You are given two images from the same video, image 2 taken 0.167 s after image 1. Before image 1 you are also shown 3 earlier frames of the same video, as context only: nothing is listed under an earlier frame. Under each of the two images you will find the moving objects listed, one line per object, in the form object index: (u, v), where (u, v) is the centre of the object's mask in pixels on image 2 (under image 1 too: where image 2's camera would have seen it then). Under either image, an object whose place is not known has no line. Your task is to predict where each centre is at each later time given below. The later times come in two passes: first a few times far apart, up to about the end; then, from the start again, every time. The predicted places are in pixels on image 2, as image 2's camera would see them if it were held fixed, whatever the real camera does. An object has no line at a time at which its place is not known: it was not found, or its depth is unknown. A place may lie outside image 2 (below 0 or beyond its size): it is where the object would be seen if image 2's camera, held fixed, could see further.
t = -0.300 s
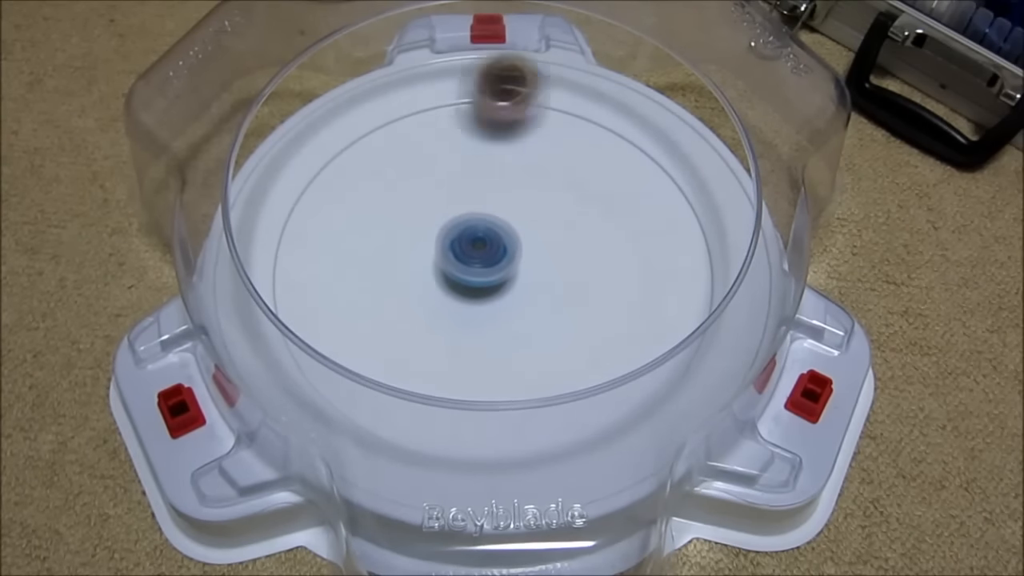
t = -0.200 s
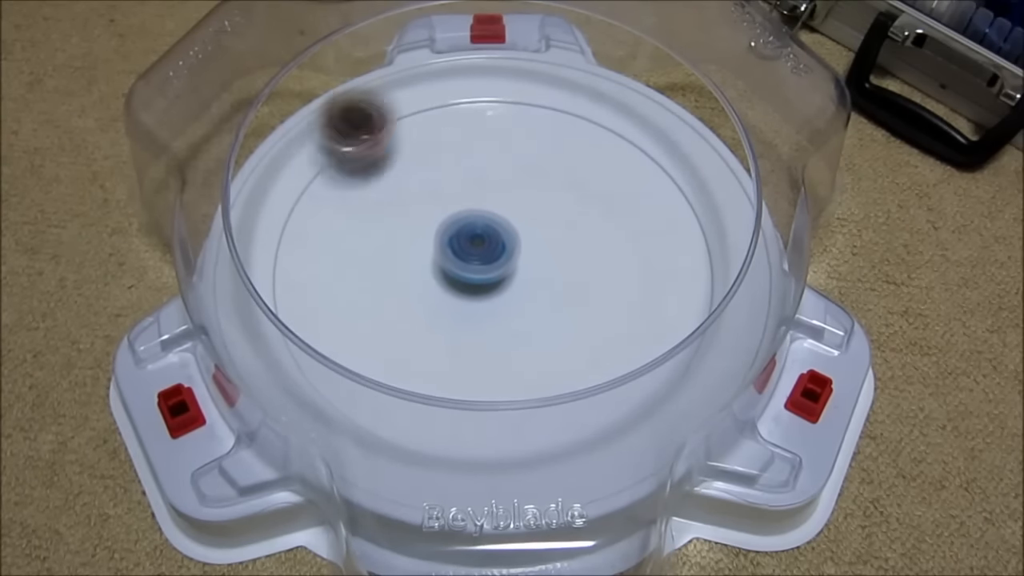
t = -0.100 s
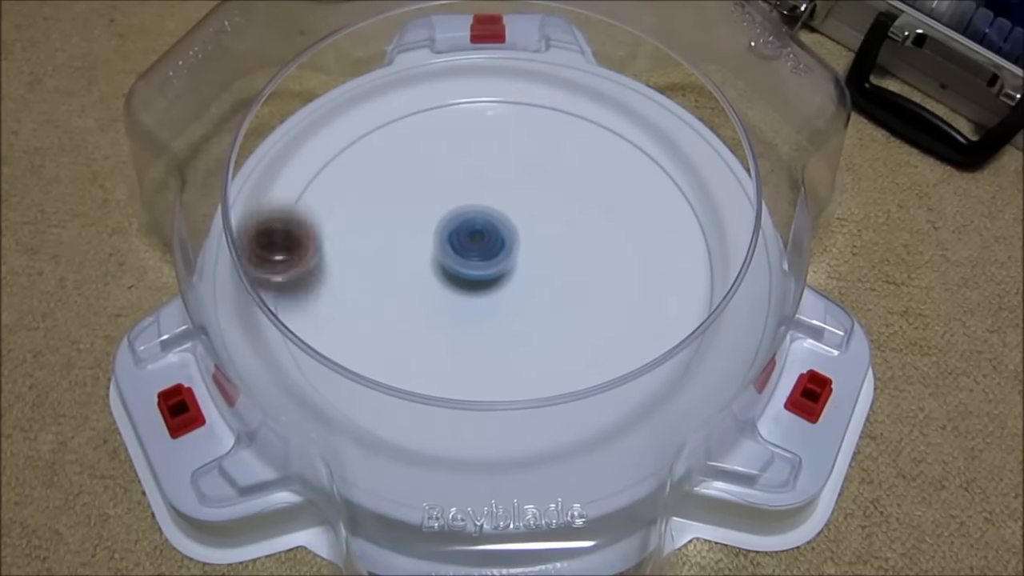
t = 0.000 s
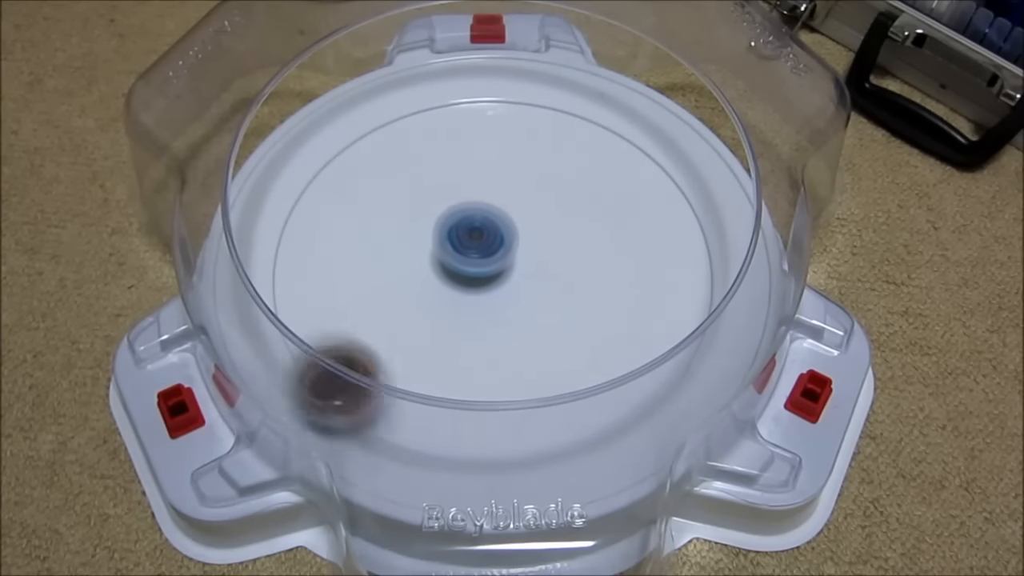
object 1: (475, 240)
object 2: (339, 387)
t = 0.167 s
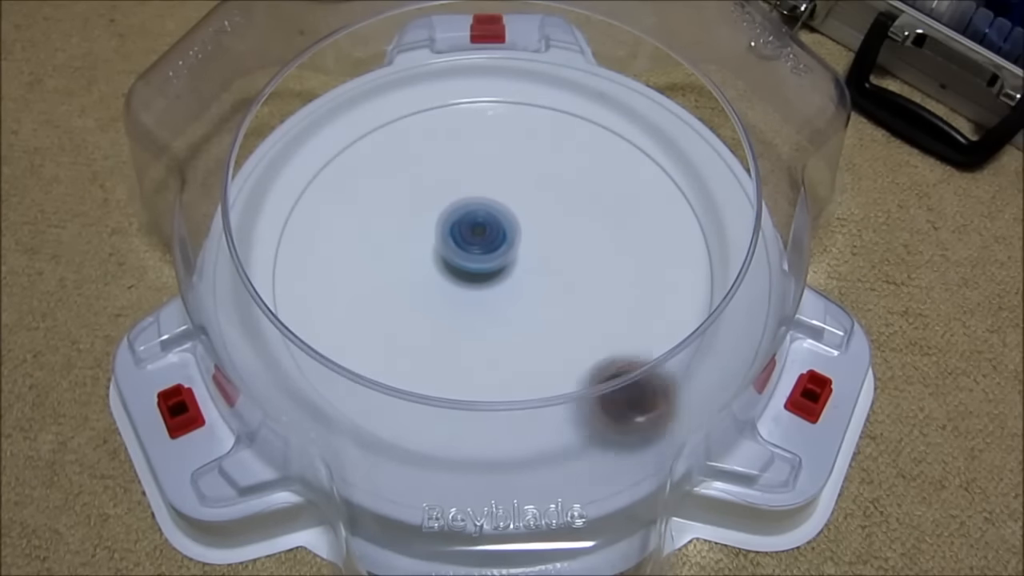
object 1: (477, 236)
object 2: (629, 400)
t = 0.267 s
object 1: (480, 234)
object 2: (703, 275)
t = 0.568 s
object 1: (491, 230)
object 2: (400, 105)
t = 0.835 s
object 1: (494, 230)
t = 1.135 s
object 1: (506, 241)
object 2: (703, 248)
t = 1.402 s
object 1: (514, 249)
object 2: (468, 94)
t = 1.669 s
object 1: (519, 260)
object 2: (288, 314)
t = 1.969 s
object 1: (510, 265)
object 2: (640, 385)
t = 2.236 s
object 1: (501, 266)
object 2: (626, 147)
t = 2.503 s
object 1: (490, 263)
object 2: (361, 148)
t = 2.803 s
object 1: (483, 254)
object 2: (396, 381)
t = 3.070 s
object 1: (480, 244)
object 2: (649, 323)
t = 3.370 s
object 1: (483, 234)
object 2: (547, 126)
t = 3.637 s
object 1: (490, 231)
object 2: (346, 217)
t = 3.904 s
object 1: (500, 235)
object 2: (471, 380)
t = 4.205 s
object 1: (512, 244)
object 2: (654, 246)
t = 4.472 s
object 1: (516, 254)
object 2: (480, 140)
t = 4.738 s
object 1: (513, 262)
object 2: (349, 277)
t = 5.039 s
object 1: (502, 266)
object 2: (550, 362)
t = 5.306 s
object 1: (491, 264)
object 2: (615, 208)
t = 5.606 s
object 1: (483, 255)
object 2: (415, 165)
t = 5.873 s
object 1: (481, 243)
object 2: (398, 308)
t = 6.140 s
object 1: (484, 234)
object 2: (586, 327)
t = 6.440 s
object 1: (491, 232)
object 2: (572, 175)
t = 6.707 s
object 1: (502, 238)
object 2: (410, 196)
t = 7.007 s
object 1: (512, 249)
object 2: (456, 334)
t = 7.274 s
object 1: (512, 258)
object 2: (600, 293)
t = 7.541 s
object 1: (506, 265)
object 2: (546, 180)
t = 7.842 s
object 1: (495, 265)
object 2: (399, 224)
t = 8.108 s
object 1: (500, 257)
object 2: (447, 328)
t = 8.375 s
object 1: (497, 243)
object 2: (576, 288)
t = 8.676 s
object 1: (476, 221)
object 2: (563, 181)
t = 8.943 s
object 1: (415, 247)
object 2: (501, 168)
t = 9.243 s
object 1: (419, 276)
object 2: (518, 261)
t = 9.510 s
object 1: (457, 282)
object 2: (593, 290)
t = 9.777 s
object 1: (452, 245)
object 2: (606, 275)
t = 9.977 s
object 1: (431, 217)
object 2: (630, 272)
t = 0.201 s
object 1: (478, 235)
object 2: (670, 365)
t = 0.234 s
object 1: (479, 235)
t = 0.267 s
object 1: (480, 234)
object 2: (703, 275)
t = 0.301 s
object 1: (481, 234)
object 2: (700, 232)
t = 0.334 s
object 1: (483, 233)
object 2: (686, 188)
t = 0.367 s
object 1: (484, 232)
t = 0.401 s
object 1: (485, 232)
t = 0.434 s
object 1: (486, 231)
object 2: (580, 104)
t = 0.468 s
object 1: (487, 230)
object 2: (535, 93)
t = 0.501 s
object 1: (489, 231)
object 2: (488, 91)
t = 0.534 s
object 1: (490, 230)
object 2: (443, 94)
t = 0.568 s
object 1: (491, 230)
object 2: (400, 105)
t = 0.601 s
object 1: (492, 230)
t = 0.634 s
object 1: (493, 229)
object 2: (324, 155)
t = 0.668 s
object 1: (493, 229)
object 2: (297, 190)
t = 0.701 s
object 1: (493, 228)
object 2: (279, 233)
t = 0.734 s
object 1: (493, 228)
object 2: (278, 280)
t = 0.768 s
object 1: (493, 229)
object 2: (292, 327)
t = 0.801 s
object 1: (493, 229)
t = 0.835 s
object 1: (494, 230)
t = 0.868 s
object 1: (494, 231)
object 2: (416, 427)
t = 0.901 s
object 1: (495, 232)
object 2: (474, 437)
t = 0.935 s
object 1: (497, 233)
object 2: (534, 436)
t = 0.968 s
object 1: (498, 234)
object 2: (587, 423)
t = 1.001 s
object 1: (500, 236)
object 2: (632, 395)
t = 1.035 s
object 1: (501, 237)
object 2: (670, 362)
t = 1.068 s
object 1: (503, 238)
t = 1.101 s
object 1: (504, 239)
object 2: (698, 282)
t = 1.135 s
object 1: (506, 241)
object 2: (703, 248)
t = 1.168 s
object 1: (507, 242)
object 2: (698, 211)
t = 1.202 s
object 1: (508, 243)
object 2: (679, 179)
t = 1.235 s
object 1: (509, 244)
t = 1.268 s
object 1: (510, 245)
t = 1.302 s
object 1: (510, 247)
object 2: (587, 109)
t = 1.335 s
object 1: (511, 247)
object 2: (549, 97)
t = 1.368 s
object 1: (512, 248)
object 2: (510, 92)
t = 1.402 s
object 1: (514, 249)
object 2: (468, 94)
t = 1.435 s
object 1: (515, 250)
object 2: (427, 101)
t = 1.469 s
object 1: (516, 251)
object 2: (387, 115)
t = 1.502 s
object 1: (517, 253)
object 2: (350, 137)
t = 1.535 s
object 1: (518, 254)
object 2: (319, 164)
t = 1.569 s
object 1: (519, 255)
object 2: (294, 197)
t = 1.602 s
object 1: (519, 257)
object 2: (280, 233)
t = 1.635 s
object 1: (520, 258)
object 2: (284, 275)
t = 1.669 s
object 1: (519, 260)
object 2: (288, 314)
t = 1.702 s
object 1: (519, 261)
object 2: (310, 353)
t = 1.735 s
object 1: (518, 262)
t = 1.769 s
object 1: (518, 263)
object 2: (378, 411)
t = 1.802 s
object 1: (517, 264)
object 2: (423, 428)
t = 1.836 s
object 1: (515, 265)
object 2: (471, 436)
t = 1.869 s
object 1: (514, 265)
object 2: (519, 434)
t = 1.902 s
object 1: (513, 266)
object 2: (565, 425)
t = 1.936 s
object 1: (511, 266)
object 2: (605, 409)
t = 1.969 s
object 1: (510, 265)
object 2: (640, 385)
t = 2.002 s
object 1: (510, 266)
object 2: (667, 352)
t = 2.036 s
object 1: (509, 266)
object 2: (682, 325)
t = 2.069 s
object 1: (509, 266)
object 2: (688, 291)
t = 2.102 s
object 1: (507, 266)
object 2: (694, 255)
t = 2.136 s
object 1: (505, 266)
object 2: (685, 224)
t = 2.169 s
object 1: (503, 266)
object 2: (673, 195)
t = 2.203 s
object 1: (502, 266)
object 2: (651, 169)
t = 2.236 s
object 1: (501, 266)
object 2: (626, 147)
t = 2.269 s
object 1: (499, 265)
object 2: (601, 130)
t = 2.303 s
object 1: (498, 265)
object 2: (568, 115)
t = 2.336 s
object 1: (497, 265)
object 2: (531, 108)
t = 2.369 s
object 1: (495, 265)
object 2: (498, 106)
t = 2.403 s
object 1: (494, 264)
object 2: (459, 106)
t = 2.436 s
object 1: (493, 264)
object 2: (422, 115)
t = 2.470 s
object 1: (492, 263)
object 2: (389, 129)
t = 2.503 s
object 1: (490, 263)
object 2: (361, 148)
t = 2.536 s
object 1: (489, 262)
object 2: (334, 173)
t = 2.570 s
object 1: (488, 261)
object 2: (315, 199)
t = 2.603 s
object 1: (487, 261)
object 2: (304, 227)
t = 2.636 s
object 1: (486, 259)
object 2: (299, 260)
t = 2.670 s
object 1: (486, 259)
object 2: (303, 290)
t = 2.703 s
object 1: (485, 257)
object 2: (321, 316)
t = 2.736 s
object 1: (484, 256)
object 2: (342, 334)
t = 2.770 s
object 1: (484, 255)
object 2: (365, 362)
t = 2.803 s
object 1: (483, 254)
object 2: (396, 381)
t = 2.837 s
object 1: (482, 253)
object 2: (433, 395)
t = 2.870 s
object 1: (481, 252)
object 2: (468, 404)
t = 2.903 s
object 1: (481, 250)
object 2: (506, 408)
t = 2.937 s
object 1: (481, 249)
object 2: (544, 398)
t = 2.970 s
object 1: (480, 247)
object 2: (581, 385)
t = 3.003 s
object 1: (480, 246)
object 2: (612, 371)
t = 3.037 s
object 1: (479, 245)
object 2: (633, 340)
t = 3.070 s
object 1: (480, 244)
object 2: (649, 323)
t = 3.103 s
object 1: (480, 243)
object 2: (664, 297)
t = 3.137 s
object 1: (480, 241)
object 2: (665, 268)
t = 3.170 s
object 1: (479, 240)
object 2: (665, 241)
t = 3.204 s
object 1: (480, 239)
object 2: (657, 213)
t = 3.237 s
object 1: (481, 238)
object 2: (645, 189)
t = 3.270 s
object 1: (481, 237)
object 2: (624, 169)
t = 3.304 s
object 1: (481, 236)
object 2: (603, 150)
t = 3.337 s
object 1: (483, 235)
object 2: (577, 135)
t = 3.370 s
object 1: (483, 234)
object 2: (547, 126)
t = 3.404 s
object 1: (484, 234)
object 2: (519, 120)
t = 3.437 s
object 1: (485, 233)
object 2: (486, 121)
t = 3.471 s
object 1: (486, 233)
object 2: (458, 125)
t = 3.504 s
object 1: (487, 232)
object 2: (426, 135)
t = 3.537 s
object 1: (488, 232)
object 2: (400, 151)
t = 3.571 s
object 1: (488, 232)
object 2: (376, 171)
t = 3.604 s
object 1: (489, 231)
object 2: (356, 194)
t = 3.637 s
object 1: (490, 231)
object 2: (346, 217)
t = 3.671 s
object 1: (491, 232)
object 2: (338, 244)
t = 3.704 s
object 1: (492, 232)
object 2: (340, 270)
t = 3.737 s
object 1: (493, 232)
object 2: (349, 293)
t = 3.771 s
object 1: (495, 232)
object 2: (364, 317)
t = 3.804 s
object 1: (497, 233)
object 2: (386, 336)
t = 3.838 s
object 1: (498, 233)
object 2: (411, 354)
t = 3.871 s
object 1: (499, 234)
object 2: (441, 364)
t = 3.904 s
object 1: (500, 235)
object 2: (471, 380)
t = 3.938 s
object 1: (502, 236)
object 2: (504, 387)
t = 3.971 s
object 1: (503, 237)
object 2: (536, 383)
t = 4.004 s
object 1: (504, 237)
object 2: (570, 376)
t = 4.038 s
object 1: (506, 238)
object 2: (596, 355)
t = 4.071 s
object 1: (507, 239)
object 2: (618, 342)
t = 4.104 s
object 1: (508, 241)
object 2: (637, 322)
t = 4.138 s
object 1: (510, 242)
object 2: (650, 299)
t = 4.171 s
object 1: (511, 243)
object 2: (653, 273)
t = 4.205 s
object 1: (512, 244)
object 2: (654, 246)
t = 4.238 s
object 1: (513, 246)
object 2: (644, 222)
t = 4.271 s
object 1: (514, 247)
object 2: (634, 199)
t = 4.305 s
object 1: (514, 248)
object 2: (612, 181)
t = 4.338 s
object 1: (515, 249)
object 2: (591, 165)
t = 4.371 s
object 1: (515, 250)
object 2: (567, 152)
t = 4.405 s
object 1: (515, 251)
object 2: (538, 143)
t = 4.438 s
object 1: (516, 253)
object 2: (511, 140)
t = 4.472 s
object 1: (516, 254)
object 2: (480, 140)
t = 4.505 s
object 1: (516, 255)
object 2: (453, 146)
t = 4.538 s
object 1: (516, 257)
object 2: (422, 156)
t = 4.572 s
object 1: (516, 258)
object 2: (400, 170)
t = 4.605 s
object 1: (515, 259)
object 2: (377, 187)
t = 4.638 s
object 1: (515, 260)
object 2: (362, 209)
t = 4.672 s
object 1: (514, 261)
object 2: (350, 231)
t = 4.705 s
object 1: (514, 262)
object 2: (348, 254)
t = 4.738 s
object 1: (513, 262)
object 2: (349, 277)
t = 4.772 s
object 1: (512, 263)
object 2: (360, 297)
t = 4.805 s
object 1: (512, 264)
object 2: (372, 317)
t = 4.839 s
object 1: (510, 265)
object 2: (392, 332)
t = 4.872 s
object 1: (509, 265)
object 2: (414, 349)
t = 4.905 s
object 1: (508, 266)
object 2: (440, 359)
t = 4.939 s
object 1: (507, 266)
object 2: (466, 366)
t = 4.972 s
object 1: (505, 267)
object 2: (495, 367)
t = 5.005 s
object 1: (504, 266)
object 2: (525, 367)
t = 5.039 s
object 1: (502, 266)
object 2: (550, 362)
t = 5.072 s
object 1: (501, 266)
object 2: (577, 353)
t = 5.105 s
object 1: (499, 266)
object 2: (598, 340)
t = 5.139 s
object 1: (497, 266)
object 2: (615, 320)
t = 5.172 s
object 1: (496, 265)
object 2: (627, 299)
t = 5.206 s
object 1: (495, 265)
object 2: (631, 276)
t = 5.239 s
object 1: (493, 265)
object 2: (632, 252)
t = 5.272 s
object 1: (492, 264)
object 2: (627, 230)
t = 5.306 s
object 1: (491, 264)
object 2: (615, 208)
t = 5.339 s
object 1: (490, 263)
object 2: (602, 188)
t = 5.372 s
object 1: (489, 262)
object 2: (584, 174)
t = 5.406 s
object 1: (488, 261)
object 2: (560, 161)
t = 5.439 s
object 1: (487, 261)
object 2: (539, 149)
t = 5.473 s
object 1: (486, 260)
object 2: (514, 145)
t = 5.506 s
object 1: (485, 259)
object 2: (486, 142)
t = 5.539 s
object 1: (485, 258)
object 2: (463, 146)
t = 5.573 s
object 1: (484, 256)
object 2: (436, 155)
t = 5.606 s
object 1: (483, 255)
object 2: (415, 165)
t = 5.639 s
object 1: (483, 254)
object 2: (396, 181)
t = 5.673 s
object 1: (482, 253)
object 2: (379, 195)
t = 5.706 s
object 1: (482, 251)
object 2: (369, 215)
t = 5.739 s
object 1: (481, 249)
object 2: (363, 237)
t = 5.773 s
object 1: (481, 248)
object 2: (363, 255)
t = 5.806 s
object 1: (481, 247)
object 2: (370, 275)
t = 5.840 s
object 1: (481, 245)
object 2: (380, 293)
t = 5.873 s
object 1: (481, 243)
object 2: (398, 308)
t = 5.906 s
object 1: (481, 242)
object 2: (418, 326)
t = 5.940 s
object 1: (481, 241)
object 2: (440, 337)
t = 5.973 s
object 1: (481, 239)
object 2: (467, 347)
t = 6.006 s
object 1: (482, 238)
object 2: (493, 354)
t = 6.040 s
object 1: (482, 237)
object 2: (520, 353)
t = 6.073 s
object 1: (483, 236)
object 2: (546, 348)
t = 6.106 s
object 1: (483, 235)
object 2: (568, 341)
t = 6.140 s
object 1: (484, 234)
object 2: (586, 327)
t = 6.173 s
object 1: (484, 233)
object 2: (603, 310)
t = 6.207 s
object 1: (485, 233)
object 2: (614, 294)
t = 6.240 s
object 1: (486, 232)
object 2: (619, 275)
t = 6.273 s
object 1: (487, 232)
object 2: (622, 253)
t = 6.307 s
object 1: (488, 232)
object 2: (619, 236)
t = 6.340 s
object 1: (488, 232)
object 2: (611, 218)
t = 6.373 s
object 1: (489, 232)
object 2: (600, 200)
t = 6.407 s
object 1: (490, 232)
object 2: (589, 185)
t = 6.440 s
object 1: (491, 232)
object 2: (572, 175)
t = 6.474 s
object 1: (491, 234)
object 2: (549, 168)
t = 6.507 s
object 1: (493, 233)
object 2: (529, 159)
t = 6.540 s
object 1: (494, 234)
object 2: (510, 156)
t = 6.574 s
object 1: (496, 235)
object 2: (486, 160)
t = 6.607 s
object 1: (498, 236)
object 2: (464, 163)
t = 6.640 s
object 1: (499, 236)
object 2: (445, 173)
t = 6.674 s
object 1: (501, 238)
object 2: (427, 183)
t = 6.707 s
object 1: (502, 238)
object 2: (410, 196)
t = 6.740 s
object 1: (503, 239)
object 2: (398, 210)
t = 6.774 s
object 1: (505, 240)
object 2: (391, 227)
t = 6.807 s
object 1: (507, 241)
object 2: (386, 244)
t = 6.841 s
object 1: (508, 243)
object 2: (387, 260)
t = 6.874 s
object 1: (509, 244)
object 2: (395, 279)
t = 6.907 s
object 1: (510, 245)
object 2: (404, 295)
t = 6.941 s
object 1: (511, 247)
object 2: (417, 308)
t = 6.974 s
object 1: (512, 247)
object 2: (437, 322)
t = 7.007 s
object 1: (512, 249)
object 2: (456, 334)
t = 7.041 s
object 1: (512, 250)
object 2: (475, 341)
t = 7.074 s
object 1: (513, 251)
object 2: (498, 345)
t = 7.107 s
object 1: (513, 253)
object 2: (522, 346)
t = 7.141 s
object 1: (513, 254)
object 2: (543, 342)
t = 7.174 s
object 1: (513, 255)
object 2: (560, 334)
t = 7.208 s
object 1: (513, 256)
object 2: (578, 321)
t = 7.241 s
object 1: (512, 257)
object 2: (591, 308)
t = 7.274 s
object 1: (512, 258)
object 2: (600, 293)
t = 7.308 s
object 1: (512, 260)
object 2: (604, 277)
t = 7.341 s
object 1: (511, 260)
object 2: (605, 258)
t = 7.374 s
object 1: (511, 261)
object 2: (604, 241)
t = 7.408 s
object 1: (510, 262)
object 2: (599, 226)
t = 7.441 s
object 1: (509, 263)
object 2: (589, 214)
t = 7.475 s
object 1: (507, 264)
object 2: (575, 201)
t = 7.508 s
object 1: (507, 264)
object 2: (561, 188)
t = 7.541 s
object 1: (506, 265)
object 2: (546, 180)
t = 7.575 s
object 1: (505, 265)
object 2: (527, 176)
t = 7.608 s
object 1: (504, 266)
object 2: (507, 174)
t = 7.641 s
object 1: (503, 266)
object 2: (487, 172)
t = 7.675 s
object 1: (501, 266)
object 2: (469, 174)
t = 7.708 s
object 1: (500, 266)
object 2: (451, 180)
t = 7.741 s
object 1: (499, 265)
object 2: (434, 189)
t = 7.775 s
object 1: (497, 266)
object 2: (418, 198)
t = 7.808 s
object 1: (496, 265)
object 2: (406, 210)
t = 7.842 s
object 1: (495, 265)
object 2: (399, 224)
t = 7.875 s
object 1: (493, 264)
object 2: (393, 241)
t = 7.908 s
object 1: (491, 264)
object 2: (393, 255)
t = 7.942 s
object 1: (490, 263)
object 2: (397, 269)
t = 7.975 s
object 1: (493, 263)
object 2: (400, 282)
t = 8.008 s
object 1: (495, 262)
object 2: (409, 297)
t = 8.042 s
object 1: (498, 260)
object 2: (420, 310)
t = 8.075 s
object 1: (500, 259)
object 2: (433, 320)
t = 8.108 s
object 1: (500, 257)
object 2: (447, 328)
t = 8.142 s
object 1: (500, 256)
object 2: (465, 333)
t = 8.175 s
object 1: (500, 255)
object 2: (486, 337)
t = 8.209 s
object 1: (500, 254)
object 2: (505, 338)
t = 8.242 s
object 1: (500, 251)
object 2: (523, 334)
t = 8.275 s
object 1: (499, 249)
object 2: (539, 327)
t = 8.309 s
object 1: (499, 248)
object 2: (552, 315)
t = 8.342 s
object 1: (499, 246)
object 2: (564, 301)
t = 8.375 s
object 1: (497, 243)
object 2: (576, 288)
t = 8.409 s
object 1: (491, 238)
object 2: (588, 278)
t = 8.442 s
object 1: (488, 234)
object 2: (598, 265)
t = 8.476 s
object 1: (486, 230)
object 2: (601, 253)
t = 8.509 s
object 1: (484, 229)
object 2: (602, 239)
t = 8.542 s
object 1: (481, 226)
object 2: (600, 224)
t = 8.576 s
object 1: (480, 225)
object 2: (593, 211)
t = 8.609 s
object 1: (479, 223)
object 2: (586, 199)
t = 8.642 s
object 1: (477, 222)
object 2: (576, 189)
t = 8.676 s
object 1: (476, 221)
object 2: (563, 181)
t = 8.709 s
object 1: (475, 221)
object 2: (550, 176)
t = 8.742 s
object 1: (461, 223)
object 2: (543, 171)
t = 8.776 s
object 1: (442, 229)
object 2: (542, 165)
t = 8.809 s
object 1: (429, 234)
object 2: (536, 161)
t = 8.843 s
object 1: (421, 237)
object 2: (528, 157)
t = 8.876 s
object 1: (417, 240)
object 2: (518, 159)
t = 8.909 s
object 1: (416, 244)
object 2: (509, 163)
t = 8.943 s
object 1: (415, 247)
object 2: (501, 168)
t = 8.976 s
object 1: (416, 249)
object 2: (492, 177)
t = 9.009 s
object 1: (416, 252)
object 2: (486, 189)
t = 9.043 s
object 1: (416, 254)
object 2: (481, 200)
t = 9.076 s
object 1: (416, 258)
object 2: (482, 211)
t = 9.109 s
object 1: (412, 263)
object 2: (487, 220)
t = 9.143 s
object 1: (411, 268)
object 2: (493, 232)
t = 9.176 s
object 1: (412, 270)
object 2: (500, 242)
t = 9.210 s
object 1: (415, 273)
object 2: (508, 252)
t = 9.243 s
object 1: (419, 276)
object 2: (518, 261)
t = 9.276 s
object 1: (422, 278)
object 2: (528, 269)
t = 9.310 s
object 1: (426, 280)
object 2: (538, 276)
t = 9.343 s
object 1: (431, 281)
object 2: (548, 283)
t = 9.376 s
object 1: (436, 283)
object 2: (559, 287)
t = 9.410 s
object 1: (441, 283)
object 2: (569, 290)
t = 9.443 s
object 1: (446, 283)
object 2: (577, 292)
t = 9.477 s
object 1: (452, 283)
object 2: (586, 291)
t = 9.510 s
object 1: (457, 282)
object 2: (593, 290)
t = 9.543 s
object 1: (462, 280)
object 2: (598, 287)
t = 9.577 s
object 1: (468, 279)
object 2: (600, 282)
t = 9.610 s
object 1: (474, 277)
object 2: (598, 278)
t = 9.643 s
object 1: (479, 275)
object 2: (594, 273)
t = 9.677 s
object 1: (484, 273)
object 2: (585, 269)
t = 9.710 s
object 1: (485, 269)
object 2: (579, 269)
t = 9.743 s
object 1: (467, 257)
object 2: (595, 272)
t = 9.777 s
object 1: (452, 245)
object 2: (606, 275)
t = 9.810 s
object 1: (441, 235)
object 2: (615, 277)
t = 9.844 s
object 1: (435, 227)
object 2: (624, 277)
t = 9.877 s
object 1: (432, 223)
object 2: (631, 275)
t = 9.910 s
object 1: (432, 220)
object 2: (634, 273)
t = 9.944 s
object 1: (431, 218)
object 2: (633, 272)
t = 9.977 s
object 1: (431, 217)
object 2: (630, 272)
